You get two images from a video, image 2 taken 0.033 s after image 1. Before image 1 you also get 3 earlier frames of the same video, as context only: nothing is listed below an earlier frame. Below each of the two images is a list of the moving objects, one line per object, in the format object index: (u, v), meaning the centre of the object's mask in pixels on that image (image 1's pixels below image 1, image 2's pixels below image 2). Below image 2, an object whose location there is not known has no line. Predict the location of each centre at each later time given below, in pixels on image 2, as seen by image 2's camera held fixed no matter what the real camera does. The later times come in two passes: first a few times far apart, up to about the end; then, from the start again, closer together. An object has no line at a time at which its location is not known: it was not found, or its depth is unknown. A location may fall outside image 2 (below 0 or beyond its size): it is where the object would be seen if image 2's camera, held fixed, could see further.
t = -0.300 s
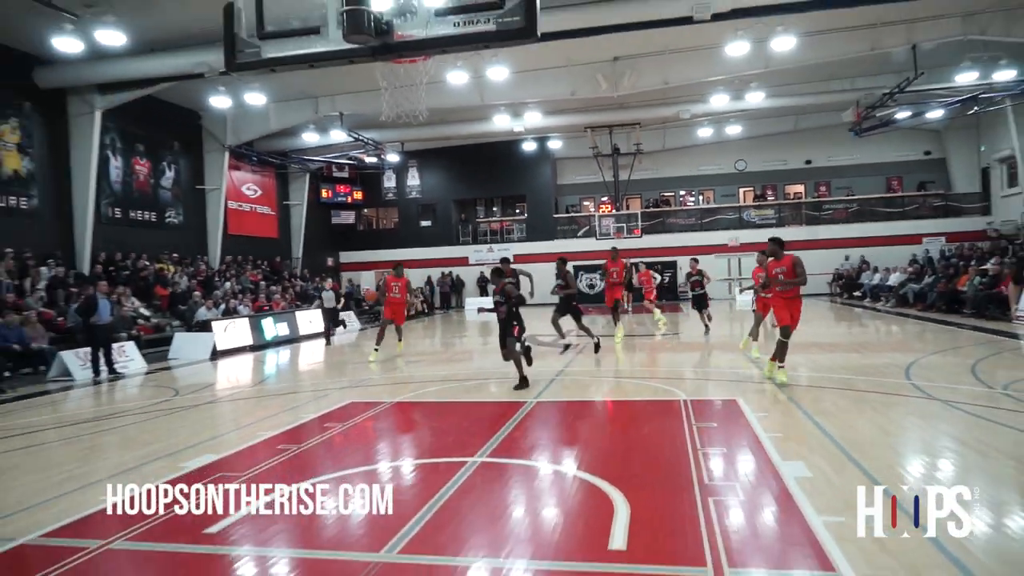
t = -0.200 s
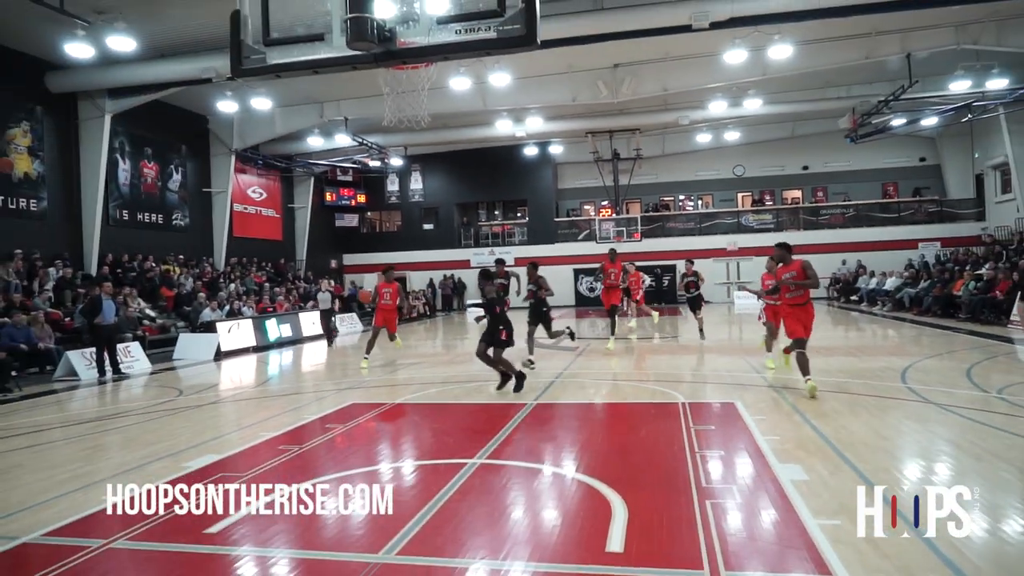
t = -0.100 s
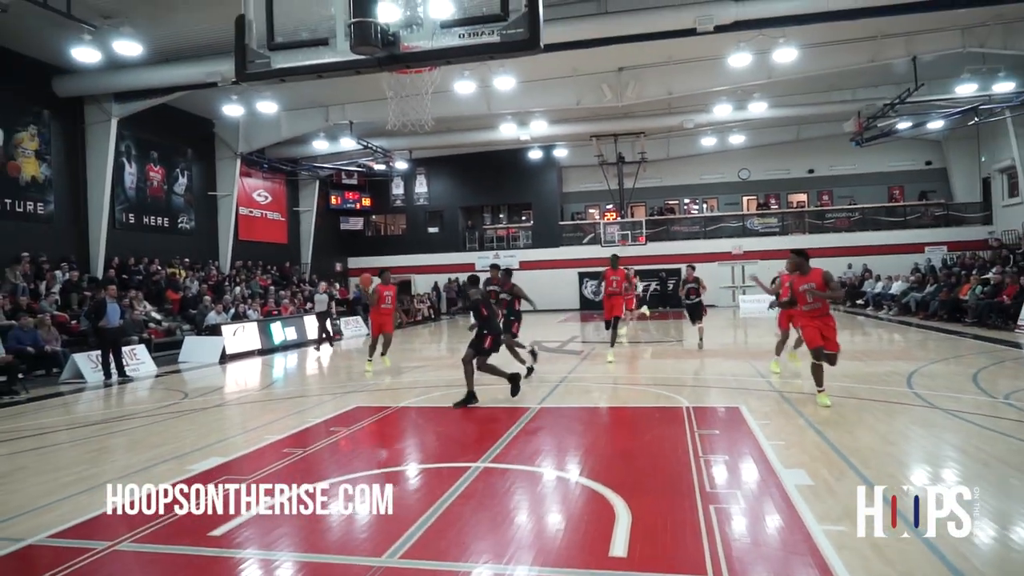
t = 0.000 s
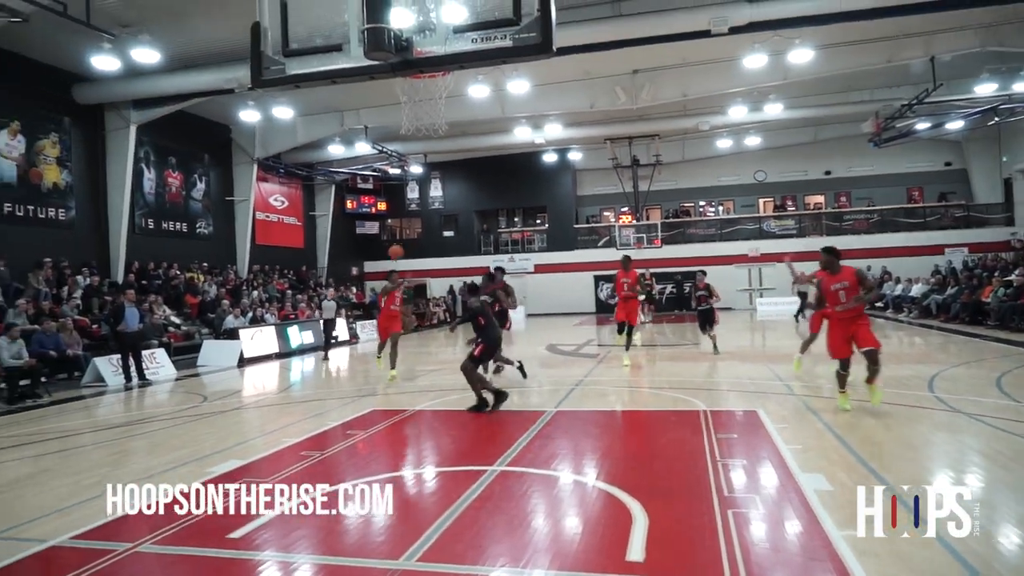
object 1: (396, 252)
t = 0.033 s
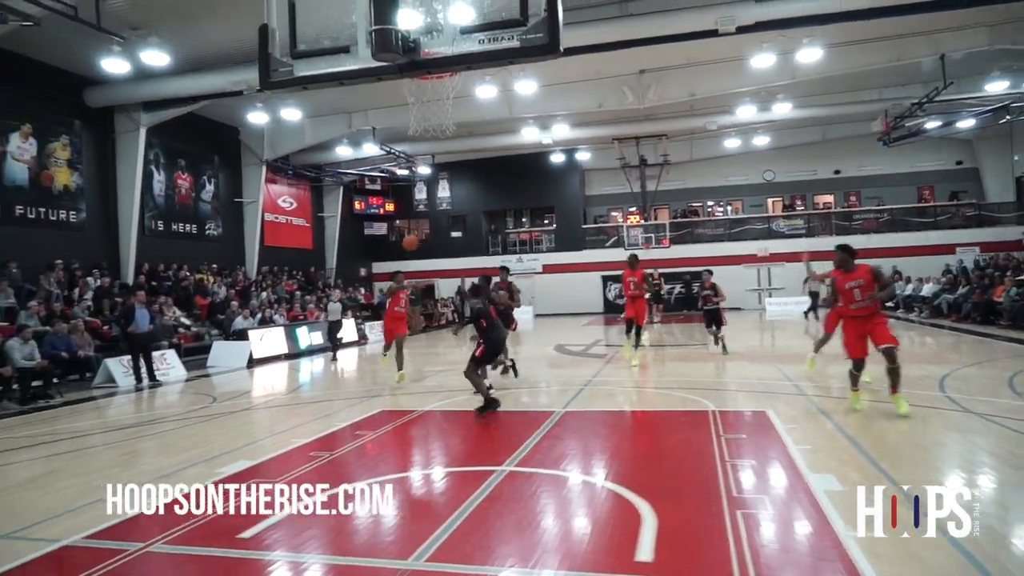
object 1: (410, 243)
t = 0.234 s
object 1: (463, 179)
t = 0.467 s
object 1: (540, 109)
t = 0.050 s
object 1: (414, 237)
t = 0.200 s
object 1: (456, 188)
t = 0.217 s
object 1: (459, 183)
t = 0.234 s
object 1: (463, 179)
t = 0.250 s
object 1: (470, 174)
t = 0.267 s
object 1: (473, 169)
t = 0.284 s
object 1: (478, 163)
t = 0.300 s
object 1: (483, 158)
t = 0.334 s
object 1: (493, 147)
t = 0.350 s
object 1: (499, 141)
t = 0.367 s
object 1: (503, 137)
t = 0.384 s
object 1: (509, 133)
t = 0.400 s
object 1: (515, 127)
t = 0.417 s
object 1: (520, 123)
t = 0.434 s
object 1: (525, 117)
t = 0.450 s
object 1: (532, 112)
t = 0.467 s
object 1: (540, 109)
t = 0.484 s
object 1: (545, 106)
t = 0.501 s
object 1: (553, 102)
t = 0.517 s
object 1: (560, 99)
